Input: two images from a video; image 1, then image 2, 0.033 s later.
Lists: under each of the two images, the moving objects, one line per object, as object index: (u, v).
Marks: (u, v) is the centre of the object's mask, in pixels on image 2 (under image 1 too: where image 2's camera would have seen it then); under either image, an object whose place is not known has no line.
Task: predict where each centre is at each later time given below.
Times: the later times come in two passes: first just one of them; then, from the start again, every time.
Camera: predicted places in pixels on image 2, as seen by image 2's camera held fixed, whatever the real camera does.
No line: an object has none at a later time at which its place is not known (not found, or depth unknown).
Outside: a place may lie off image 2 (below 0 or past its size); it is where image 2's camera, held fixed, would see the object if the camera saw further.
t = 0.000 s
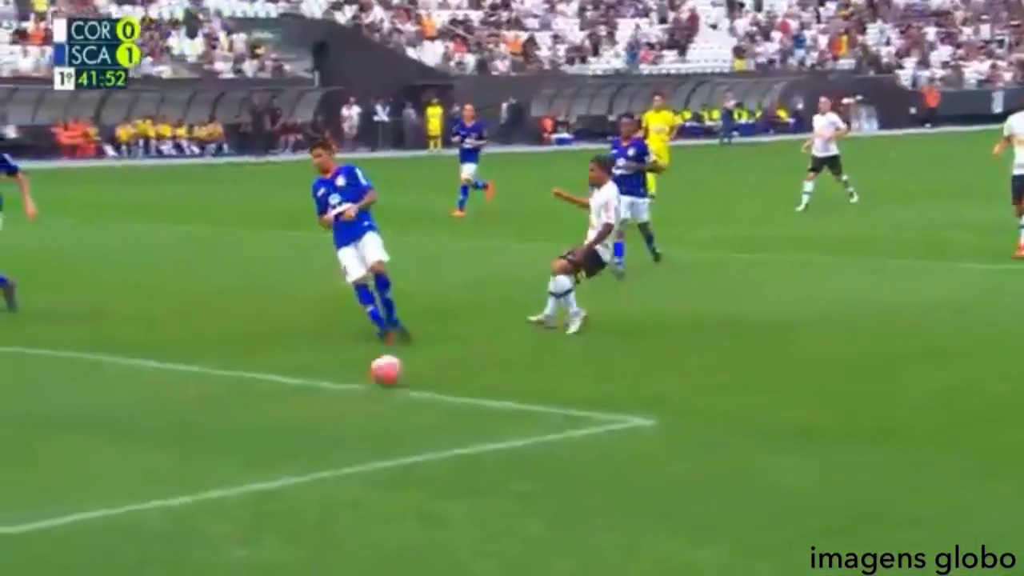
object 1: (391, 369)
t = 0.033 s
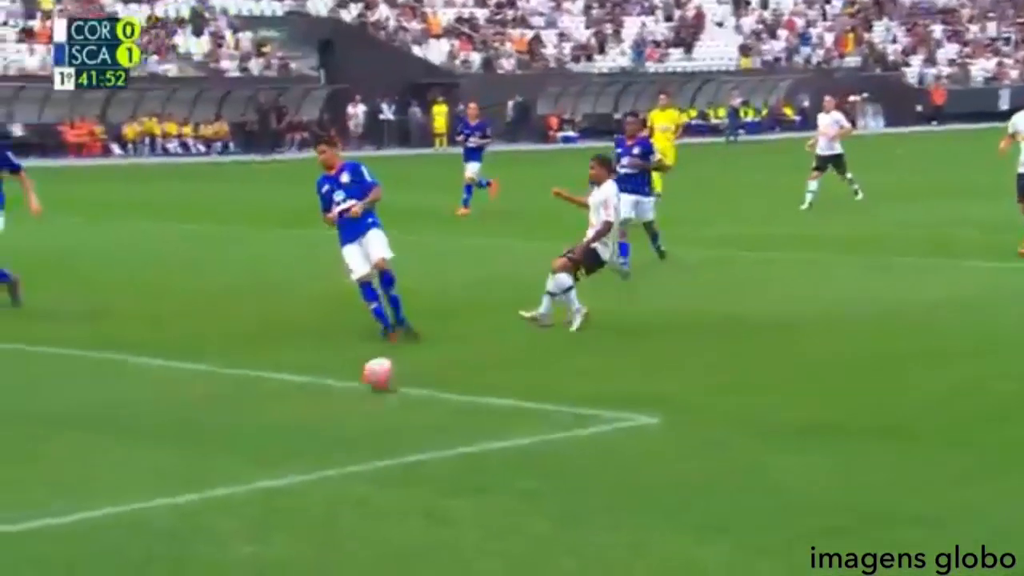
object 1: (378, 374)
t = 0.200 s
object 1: (319, 383)
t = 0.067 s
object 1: (367, 378)
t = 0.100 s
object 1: (354, 382)
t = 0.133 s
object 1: (343, 383)
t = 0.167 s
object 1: (331, 383)
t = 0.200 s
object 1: (319, 383)
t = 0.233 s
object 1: (309, 382)
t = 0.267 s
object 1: (295, 382)
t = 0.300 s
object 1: (283, 382)
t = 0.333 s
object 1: (273, 383)
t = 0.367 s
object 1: (260, 383)
